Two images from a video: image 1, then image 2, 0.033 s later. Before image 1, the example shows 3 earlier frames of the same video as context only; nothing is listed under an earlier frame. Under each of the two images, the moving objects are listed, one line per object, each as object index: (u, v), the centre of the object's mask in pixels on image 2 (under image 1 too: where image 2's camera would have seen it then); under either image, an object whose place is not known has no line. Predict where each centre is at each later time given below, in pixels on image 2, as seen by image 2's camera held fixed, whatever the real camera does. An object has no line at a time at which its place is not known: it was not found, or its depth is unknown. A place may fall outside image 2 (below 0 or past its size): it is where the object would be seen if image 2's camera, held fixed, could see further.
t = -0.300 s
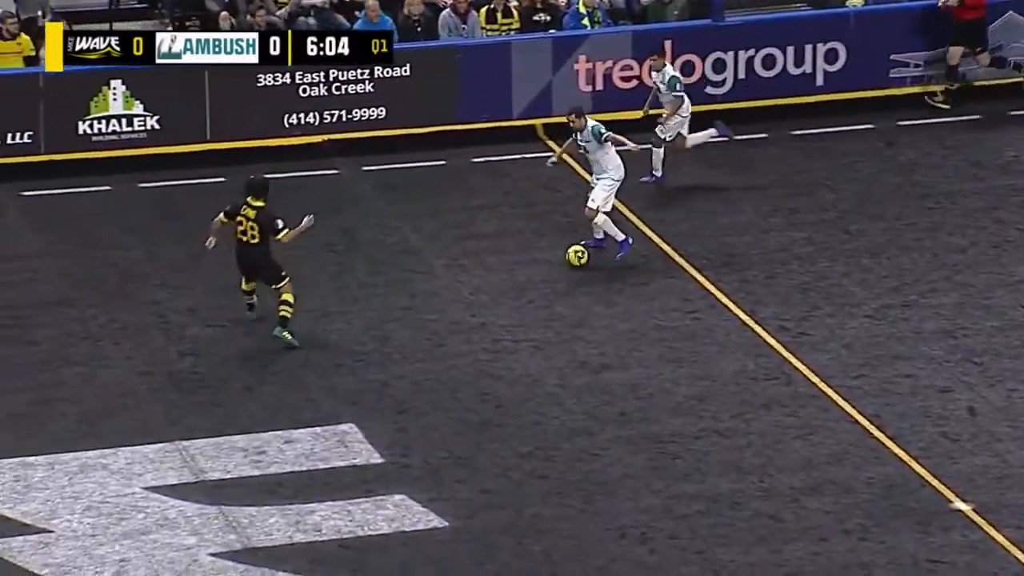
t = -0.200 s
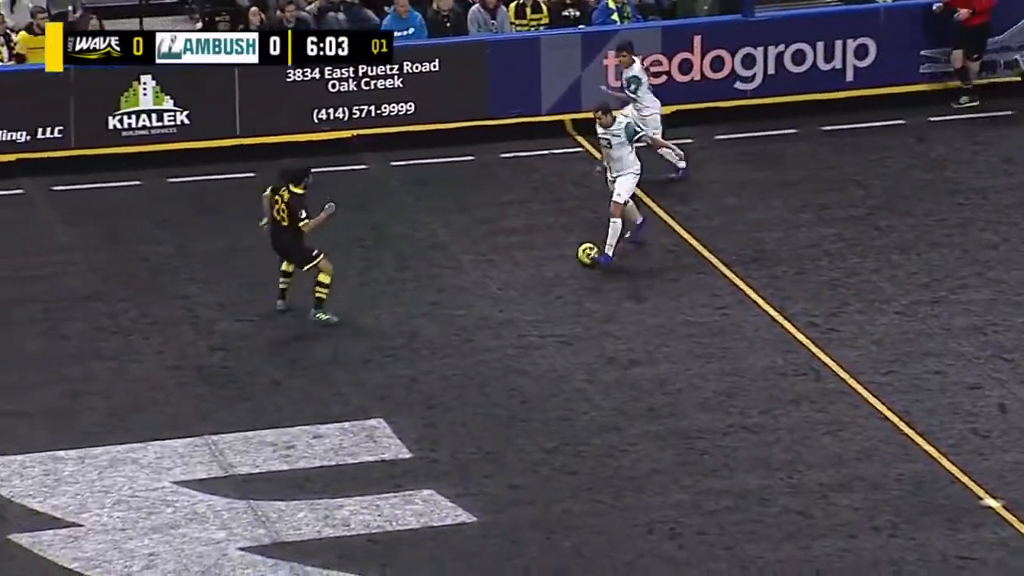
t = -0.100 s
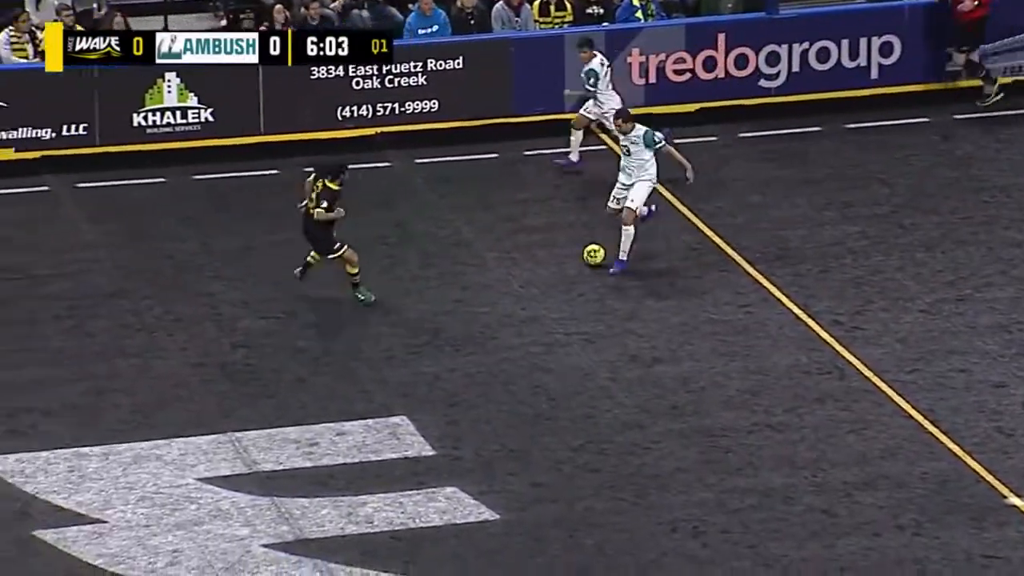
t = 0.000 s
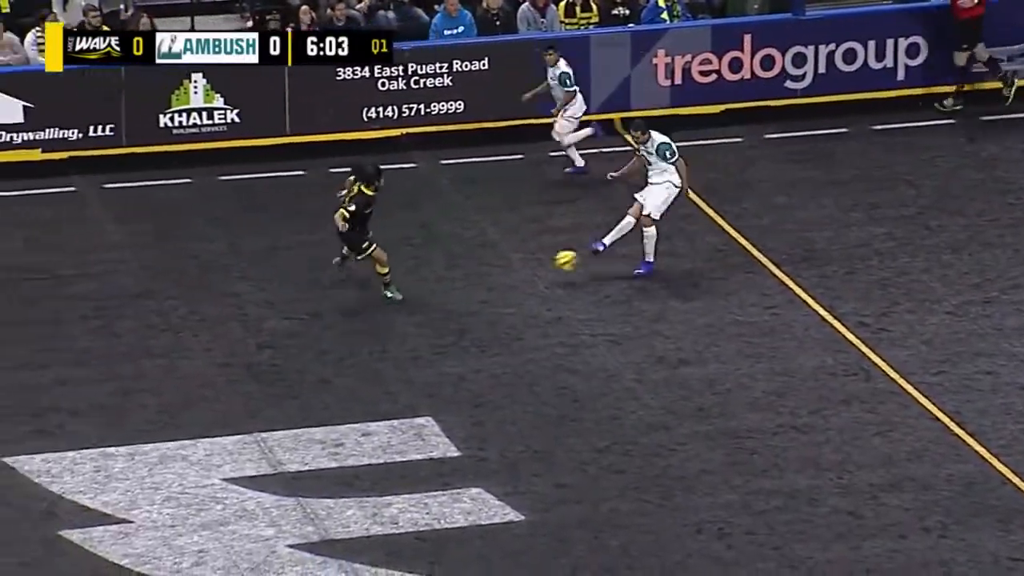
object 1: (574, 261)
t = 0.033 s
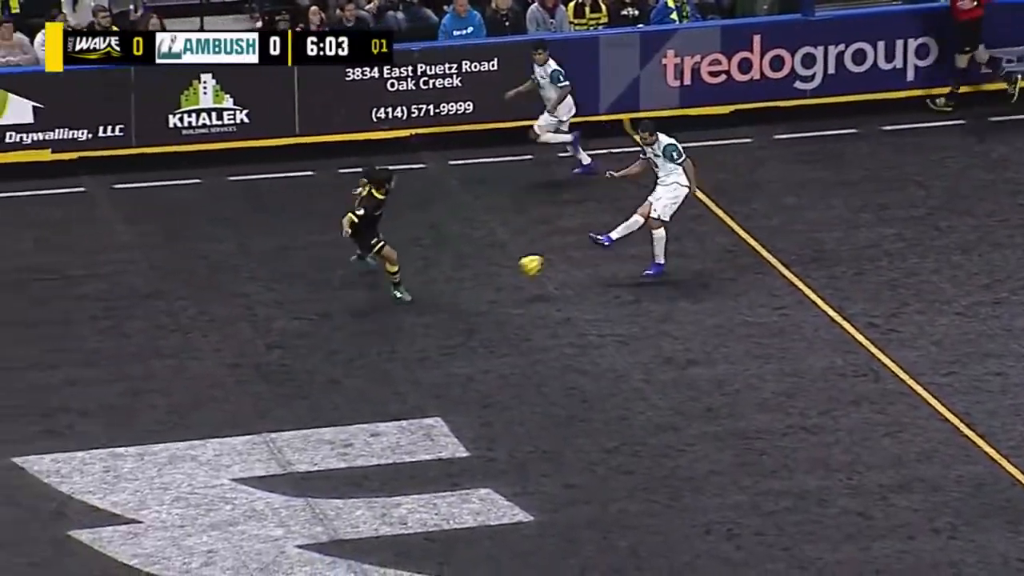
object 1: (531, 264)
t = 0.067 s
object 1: (488, 271)
